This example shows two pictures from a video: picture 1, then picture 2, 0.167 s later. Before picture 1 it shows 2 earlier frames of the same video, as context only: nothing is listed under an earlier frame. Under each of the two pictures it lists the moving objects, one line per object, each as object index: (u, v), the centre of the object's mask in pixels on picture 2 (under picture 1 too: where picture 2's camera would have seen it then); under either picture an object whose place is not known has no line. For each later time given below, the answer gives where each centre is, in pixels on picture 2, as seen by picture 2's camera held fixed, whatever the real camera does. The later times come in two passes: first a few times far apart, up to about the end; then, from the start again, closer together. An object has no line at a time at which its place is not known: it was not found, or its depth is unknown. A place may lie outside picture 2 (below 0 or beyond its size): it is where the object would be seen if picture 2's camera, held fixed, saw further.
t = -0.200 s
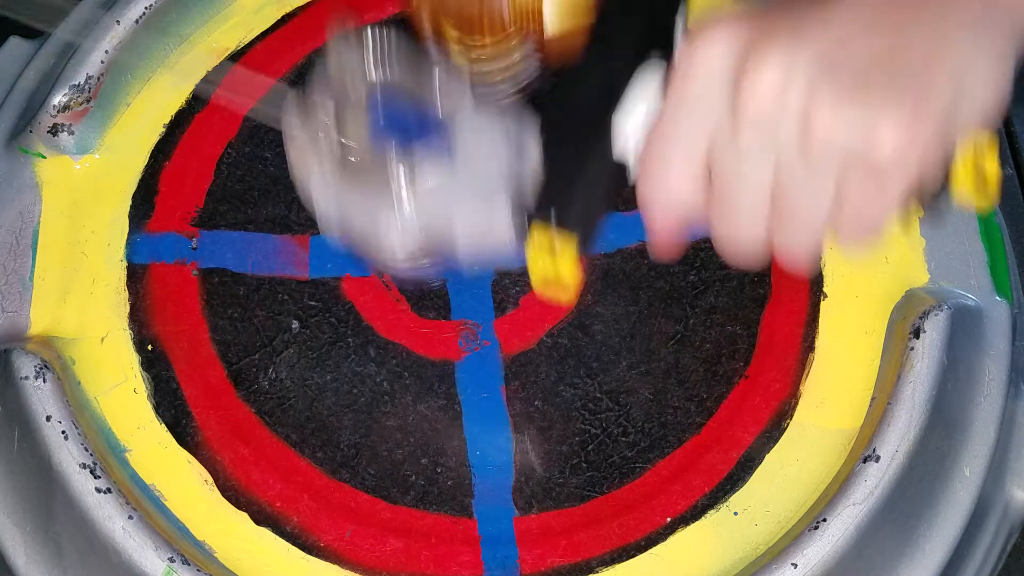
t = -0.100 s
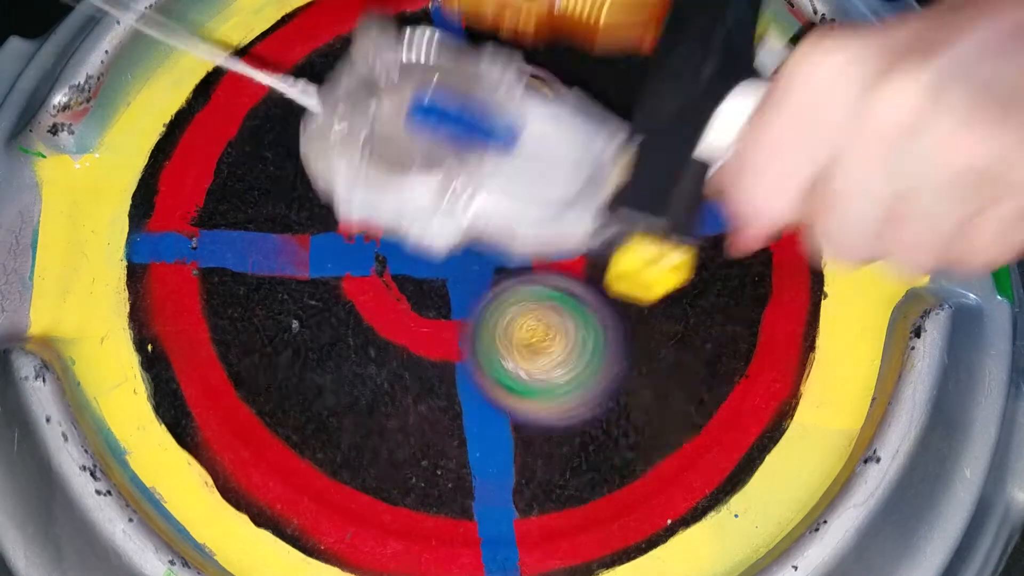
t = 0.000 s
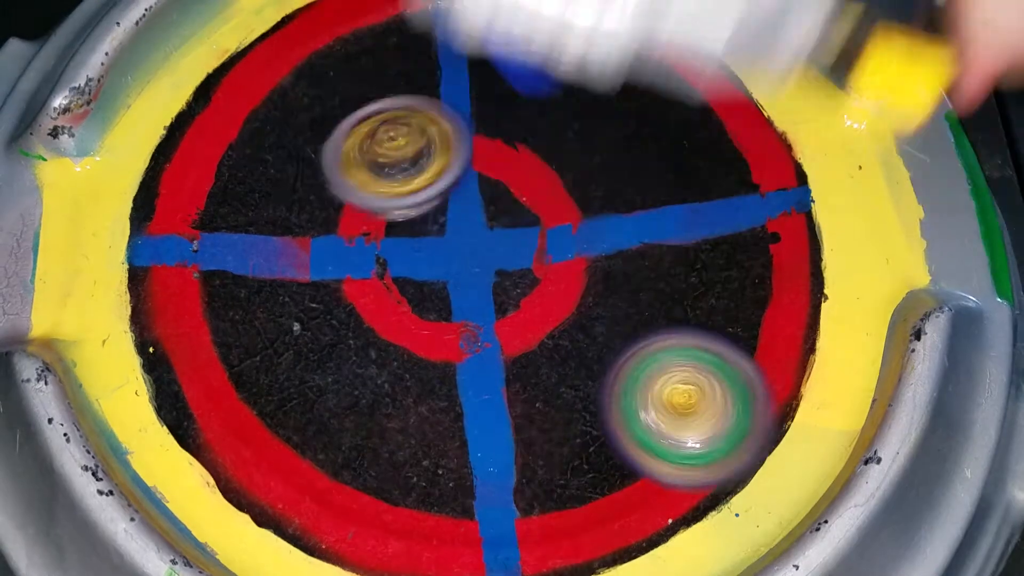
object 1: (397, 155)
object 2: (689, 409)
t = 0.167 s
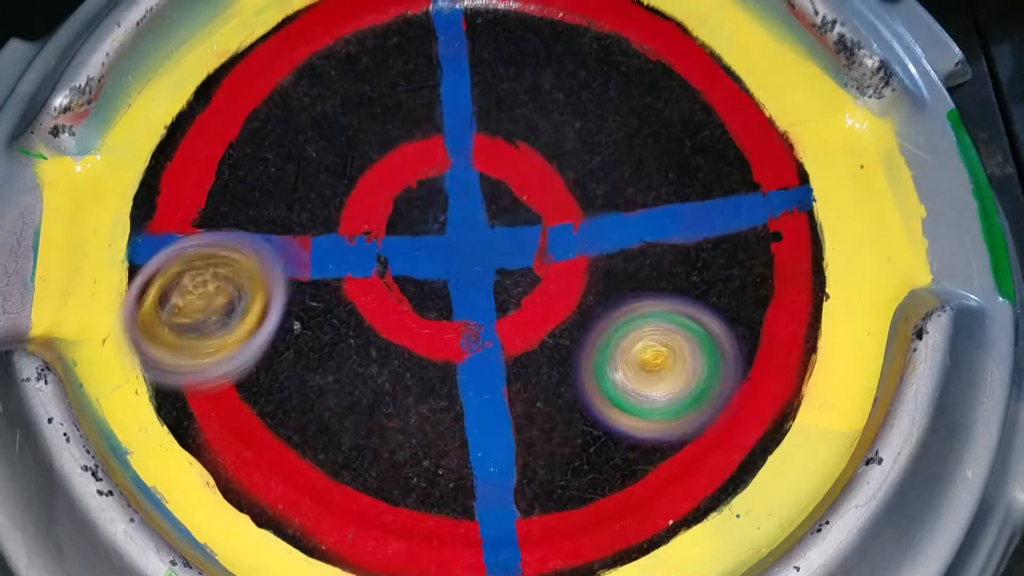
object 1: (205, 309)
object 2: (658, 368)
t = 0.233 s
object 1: (200, 411)
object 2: (599, 323)
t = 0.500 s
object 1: (664, 384)
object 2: (432, 127)
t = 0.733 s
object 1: (583, 106)
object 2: (502, 22)
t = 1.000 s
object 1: (336, 165)
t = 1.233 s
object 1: (321, 402)
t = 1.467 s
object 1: (633, 361)
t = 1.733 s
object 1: (563, 71)
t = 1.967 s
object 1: (258, 79)
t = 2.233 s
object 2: (473, 9)
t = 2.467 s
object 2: (467, 249)
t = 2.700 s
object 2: (277, 469)
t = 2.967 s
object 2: (342, 320)
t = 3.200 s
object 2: (436, 345)
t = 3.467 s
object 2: (527, 264)
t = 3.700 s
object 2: (695, 144)
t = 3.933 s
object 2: (815, 189)
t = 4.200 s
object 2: (741, 285)
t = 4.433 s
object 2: (542, 307)
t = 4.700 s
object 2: (613, 247)
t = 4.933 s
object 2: (639, 181)
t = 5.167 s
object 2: (608, 173)
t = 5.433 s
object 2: (556, 174)
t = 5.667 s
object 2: (510, 175)
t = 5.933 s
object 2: (510, 130)
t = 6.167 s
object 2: (454, 122)
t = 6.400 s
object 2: (385, 128)
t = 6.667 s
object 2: (344, 161)
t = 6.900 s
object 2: (367, 202)
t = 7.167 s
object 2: (395, 308)
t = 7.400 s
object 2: (355, 376)
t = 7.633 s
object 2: (371, 363)
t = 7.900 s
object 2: (397, 357)
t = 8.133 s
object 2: (451, 358)
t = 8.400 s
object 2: (515, 326)
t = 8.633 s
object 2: (562, 281)
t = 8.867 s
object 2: (565, 231)
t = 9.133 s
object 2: (557, 208)
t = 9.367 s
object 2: (575, 198)
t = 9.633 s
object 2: (593, 181)
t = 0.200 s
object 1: (186, 361)
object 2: (631, 348)
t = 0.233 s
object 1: (200, 411)
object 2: (599, 323)
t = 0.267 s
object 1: (262, 435)
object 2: (572, 295)
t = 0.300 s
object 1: (330, 461)
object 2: (545, 270)
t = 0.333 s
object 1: (404, 478)
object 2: (518, 242)
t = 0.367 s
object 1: (472, 483)
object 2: (495, 217)
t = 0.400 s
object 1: (536, 475)
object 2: (473, 195)
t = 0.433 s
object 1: (590, 454)
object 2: (455, 173)
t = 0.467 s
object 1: (632, 423)
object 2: (441, 151)
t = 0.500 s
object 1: (664, 384)
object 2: (432, 127)
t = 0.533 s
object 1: (681, 340)
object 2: (427, 107)
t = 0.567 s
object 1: (688, 295)
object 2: (428, 86)
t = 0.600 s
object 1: (685, 252)
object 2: (432, 66)
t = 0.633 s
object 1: (670, 210)
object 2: (442, 47)
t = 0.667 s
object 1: (648, 170)
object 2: (456, 35)
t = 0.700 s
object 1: (618, 137)
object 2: (477, 27)
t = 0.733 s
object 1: (583, 106)
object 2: (502, 22)
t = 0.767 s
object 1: (564, 105)
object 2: (511, 11)
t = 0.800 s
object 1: (543, 111)
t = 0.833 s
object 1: (517, 117)
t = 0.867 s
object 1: (486, 123)
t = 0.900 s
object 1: (450, 130)
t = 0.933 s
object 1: (409, 137)
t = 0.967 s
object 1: (371, 149)
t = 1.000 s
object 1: (336, 165)
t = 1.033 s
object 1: (306, 188)
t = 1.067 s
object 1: (284, 216)
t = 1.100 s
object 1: (271, 249)
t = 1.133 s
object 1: (268, 289)
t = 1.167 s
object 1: (274, 330)
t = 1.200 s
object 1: (291, 369)
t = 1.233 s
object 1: (321, 402)
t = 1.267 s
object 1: (360, 428)
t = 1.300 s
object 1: (409, 445)
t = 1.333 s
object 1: (463, 450)
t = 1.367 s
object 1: (514, 443)
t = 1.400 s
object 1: (564, 423)
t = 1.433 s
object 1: (602, 394)
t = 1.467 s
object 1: (633, 361)
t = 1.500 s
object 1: (654, 323)
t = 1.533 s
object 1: (666, 283)
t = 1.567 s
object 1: (669, 241)
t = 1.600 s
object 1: (661, 203)
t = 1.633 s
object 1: (646, 164)
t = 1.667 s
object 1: (625, 131)
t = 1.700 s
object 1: (597, 98)
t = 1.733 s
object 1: (563, 71)
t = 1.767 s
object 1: (527, 52)
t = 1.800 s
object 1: (483, 42)
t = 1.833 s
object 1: (437, 37)
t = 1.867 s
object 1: (389, 37)
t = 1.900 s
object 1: (342, 42)
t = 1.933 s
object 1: (301, 52)
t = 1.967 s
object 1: (258, 79)
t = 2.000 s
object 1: (218, 131)
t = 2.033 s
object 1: (185, 209)
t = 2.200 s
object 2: (471, -1)
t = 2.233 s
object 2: (473, 9)
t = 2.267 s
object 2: (473, 25)
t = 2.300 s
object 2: (473, 44)
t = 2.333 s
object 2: (477, 75)
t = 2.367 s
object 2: (481, 114)
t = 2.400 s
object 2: (475, 164)
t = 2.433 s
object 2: (469, 211)
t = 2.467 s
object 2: (467, 249)
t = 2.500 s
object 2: (455, 284)
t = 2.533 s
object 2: (423, 336)
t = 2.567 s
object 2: (376, 401)
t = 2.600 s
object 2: (334, 451)
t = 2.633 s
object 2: (302, 475)
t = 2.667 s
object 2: (275, 490)
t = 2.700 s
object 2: (277, 469)
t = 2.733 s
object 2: (277, 453)
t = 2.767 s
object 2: (275, 437)
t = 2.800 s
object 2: (276, 413)
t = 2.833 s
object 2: (283, 379)
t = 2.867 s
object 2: (293, 350)
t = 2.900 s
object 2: (303, 325)
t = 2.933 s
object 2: (318, 303)
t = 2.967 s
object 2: (342, 320)
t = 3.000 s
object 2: (364, 335)
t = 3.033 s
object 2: (384, 345)
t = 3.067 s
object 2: (399, 353)
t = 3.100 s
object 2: (411, 357)
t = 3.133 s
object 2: (421, 356)
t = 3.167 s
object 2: (429, 352)
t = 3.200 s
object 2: (436, 345)
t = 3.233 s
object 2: (441, 337)
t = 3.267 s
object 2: (444, 328)
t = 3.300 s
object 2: (446, 318)
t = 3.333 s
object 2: (447, 309)
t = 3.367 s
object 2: (465, 296)
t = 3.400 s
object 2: (488, 283)
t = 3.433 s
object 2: (509, 272)
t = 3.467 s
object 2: (527, 264)
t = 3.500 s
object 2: (539, 259)
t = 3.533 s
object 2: (549, 252)
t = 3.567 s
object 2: (577, 221)
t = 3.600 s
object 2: (604, 195)
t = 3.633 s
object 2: (633, 173)
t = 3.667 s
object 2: (663, 156)
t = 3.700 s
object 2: (695, 144)
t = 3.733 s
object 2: (727, 137)
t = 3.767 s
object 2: (758, 135)
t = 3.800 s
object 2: (781, 143)
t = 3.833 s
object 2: (797, 155)
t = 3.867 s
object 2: (807, 167)
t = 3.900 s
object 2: (812, 178)
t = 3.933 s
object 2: (815, 189)
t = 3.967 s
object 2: (817, 202)
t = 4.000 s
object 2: (816, 214)
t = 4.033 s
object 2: (812, 226)
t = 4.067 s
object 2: (807, 236)
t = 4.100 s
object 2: (799, 246)
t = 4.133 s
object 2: (788, 257)
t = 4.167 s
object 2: (767, 273)
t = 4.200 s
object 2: (741, 285)
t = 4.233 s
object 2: (708, 293)
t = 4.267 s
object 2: (679, 301)
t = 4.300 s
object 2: (648, 306)
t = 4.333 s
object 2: (618, 308)
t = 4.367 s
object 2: (590, 309)
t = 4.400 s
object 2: (563, 309)
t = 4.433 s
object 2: (542, 307)
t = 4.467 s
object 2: (563, 296)
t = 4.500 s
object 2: (591, 284)
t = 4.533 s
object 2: (610, 272)
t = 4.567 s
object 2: (620, 263)
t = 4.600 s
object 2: (620, 257)
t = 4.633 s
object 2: (619, 253)
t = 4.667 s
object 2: (616, 250)
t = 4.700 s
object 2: (613, 247)
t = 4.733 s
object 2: (609, 243)
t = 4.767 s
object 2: (605, 242)
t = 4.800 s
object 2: (601, 241)
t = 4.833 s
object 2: (615, 224)
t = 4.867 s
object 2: (631, 204)
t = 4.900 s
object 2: (638, 191)
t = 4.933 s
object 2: (639, 181)
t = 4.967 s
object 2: (637, 177)
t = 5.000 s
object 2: (634, 175)
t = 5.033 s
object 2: (629, 174)
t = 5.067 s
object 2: (624, 173)
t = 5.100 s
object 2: (620, 173)
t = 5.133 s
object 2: (614, 173)
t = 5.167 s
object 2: (608, 173)
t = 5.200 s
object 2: (601, 173)
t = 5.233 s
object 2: (595, 173)
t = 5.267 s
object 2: (589, 173)
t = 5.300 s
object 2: (582, 174)
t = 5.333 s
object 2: (576, 174)
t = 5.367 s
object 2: (569, 174)
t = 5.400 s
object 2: (563, 174)
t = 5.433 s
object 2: (556, 174)
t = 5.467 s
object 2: (550, 174)
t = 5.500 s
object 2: (544, 175)
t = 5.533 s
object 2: (538, 174)
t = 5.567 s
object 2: (531, 175)
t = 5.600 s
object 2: (524, 177)
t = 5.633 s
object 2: (515, 178)
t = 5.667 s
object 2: (510, 175)
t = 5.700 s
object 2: (515, 150)
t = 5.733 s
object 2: (516, 133)
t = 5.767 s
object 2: (515, 122)
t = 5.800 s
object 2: (513, 118)
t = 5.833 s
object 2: (512, 118)
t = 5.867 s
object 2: (511, 120)
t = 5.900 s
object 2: (510, 125)
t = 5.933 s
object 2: (510, 130)
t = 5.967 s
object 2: (508, 135)
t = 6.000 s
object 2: (496, 125)
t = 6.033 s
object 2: (485, 120)
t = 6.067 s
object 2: (478, 119)
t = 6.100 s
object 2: (473, 120)
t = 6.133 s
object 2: (468, 125)
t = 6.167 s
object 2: (454, 122)
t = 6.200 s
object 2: (429, 115)
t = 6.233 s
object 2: (410, 112)
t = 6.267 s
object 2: (400, 114)
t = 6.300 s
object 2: (394, 116)
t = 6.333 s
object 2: (390, 119)
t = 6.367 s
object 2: (387, 123)
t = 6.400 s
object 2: (385, 128)
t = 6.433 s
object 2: (382, 132)
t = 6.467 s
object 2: (365, 135)
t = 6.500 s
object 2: (351, 140)
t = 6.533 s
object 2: (343, 145)
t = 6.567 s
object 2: (340, 150)
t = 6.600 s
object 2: (340, 154)
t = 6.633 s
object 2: (342, 158)
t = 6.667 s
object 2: (344, 161)
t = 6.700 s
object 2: (347, 164)
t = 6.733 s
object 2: (350, 165)
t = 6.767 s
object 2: (354, 167)
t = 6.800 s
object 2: (355, 170)
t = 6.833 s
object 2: (359, 173)
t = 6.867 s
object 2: (364, 185)
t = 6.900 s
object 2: (367, 202)
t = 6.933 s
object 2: (369, 220)
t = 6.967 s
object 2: (373, 236)
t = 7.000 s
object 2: (378, 248)
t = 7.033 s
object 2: (381, 258)
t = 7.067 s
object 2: (386, 269)
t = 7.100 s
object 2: (391, 281)
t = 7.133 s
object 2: (395, 293)
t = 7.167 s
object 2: (395, 308)
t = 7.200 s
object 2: (380, 326)
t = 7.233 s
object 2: (371, 342)
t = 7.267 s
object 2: (367, 352)
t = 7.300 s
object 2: (367, 357)
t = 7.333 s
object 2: (361, 364)
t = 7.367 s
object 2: (357, 372)
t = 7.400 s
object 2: (355, 376)
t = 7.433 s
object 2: (356, 376)
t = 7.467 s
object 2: (357, 375)
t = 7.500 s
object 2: (358, 372)
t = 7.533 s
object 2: (361, 369)
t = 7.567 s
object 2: (364, 366)
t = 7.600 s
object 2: (365, 363)
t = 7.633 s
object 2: (371, 363)
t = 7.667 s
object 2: (378, 361)
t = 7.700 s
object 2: (376, 362)
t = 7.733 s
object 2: (371, 362)
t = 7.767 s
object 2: (373, 362)
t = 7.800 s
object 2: (378, 361)
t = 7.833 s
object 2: (385, 361)
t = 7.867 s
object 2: (390, 360)
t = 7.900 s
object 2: (397, 357)
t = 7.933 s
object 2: (404, 355)
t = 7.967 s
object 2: (411, 352)
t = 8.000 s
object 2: (419, 349)
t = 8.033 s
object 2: (426, 346)
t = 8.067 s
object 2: (436, 354)
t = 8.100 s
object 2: (442, 357)
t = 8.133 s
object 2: (451, 358)
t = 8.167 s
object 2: (456, 357)
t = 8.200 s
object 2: (467, 362)
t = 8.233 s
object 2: (475, 362)
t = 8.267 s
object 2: (482, 359)
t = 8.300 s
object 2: (487, 353)
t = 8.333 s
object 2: (495, 342)
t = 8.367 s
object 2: (506, 332)
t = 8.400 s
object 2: (515, 326)
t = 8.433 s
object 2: (522, 321)
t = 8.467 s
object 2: (534, 318)
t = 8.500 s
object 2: (540, 314)
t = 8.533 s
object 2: (548, 306)
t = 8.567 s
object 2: (553, 297)
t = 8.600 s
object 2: (559, 288)
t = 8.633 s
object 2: (562, 281)
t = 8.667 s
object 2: (563, 275)
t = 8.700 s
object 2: (565, 267)
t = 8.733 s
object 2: (565, 261)
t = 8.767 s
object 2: (566, 254)
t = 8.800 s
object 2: (567, 247)
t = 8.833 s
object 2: (566, 240)
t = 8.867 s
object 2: (565, 231)
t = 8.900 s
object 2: (564, 224)
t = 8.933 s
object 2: (567, 218)
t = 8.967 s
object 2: (570, 214)
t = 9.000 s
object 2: (569, 211)
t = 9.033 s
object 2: (567, 210)
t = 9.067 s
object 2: (565, 208)
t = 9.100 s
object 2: (561, 207)
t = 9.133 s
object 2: (557, 208)
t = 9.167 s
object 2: (552, 208)
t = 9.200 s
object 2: (555, 208)
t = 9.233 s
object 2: (560, 207)
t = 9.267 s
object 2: (560, 207)
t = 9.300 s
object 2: (563, 206)
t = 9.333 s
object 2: (564, 204)
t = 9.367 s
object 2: (575, 198)
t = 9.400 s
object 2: (582, 195)
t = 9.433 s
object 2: (584, 195)
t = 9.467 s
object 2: (583, 195)
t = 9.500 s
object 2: (579, 197)
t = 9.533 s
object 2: (588, 192)
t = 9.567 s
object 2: (594, 185)
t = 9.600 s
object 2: (596, 182)
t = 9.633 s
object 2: (593, 181)
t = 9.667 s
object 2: (597, 171)
